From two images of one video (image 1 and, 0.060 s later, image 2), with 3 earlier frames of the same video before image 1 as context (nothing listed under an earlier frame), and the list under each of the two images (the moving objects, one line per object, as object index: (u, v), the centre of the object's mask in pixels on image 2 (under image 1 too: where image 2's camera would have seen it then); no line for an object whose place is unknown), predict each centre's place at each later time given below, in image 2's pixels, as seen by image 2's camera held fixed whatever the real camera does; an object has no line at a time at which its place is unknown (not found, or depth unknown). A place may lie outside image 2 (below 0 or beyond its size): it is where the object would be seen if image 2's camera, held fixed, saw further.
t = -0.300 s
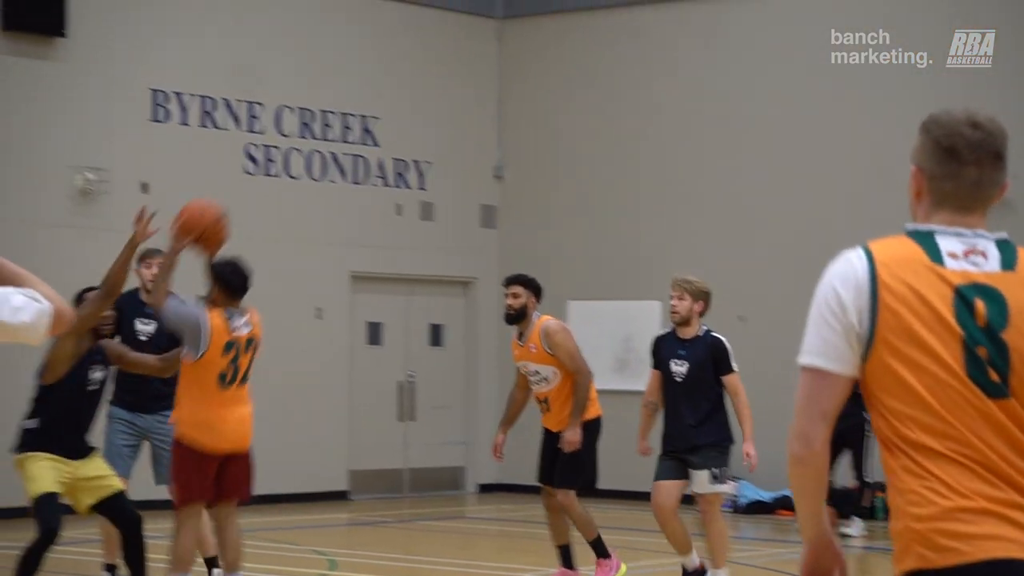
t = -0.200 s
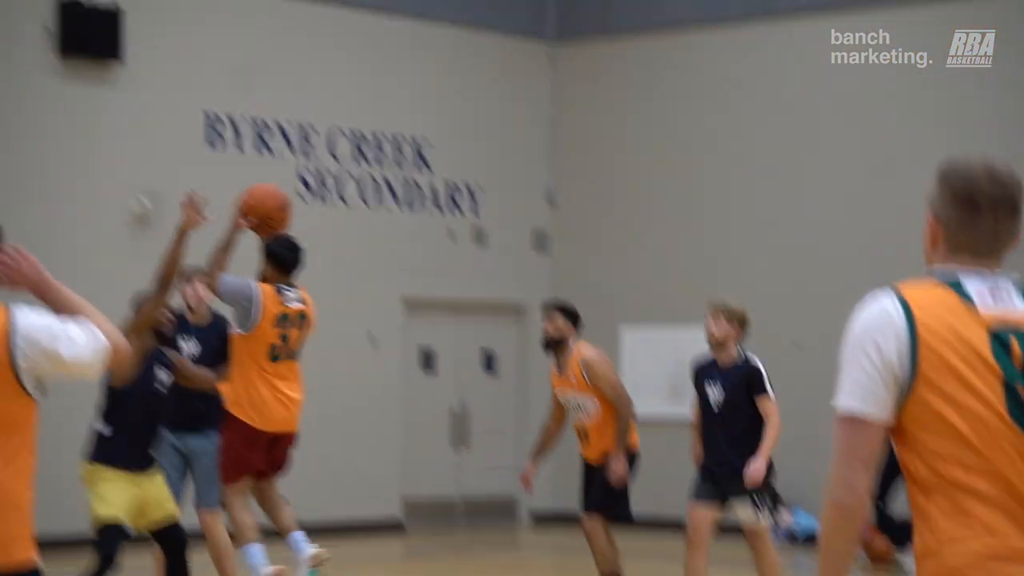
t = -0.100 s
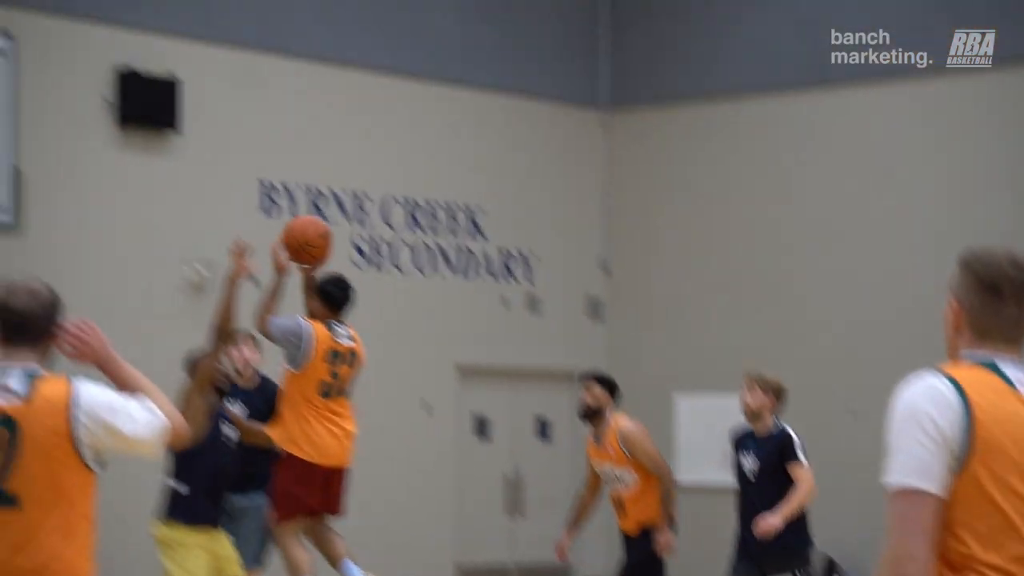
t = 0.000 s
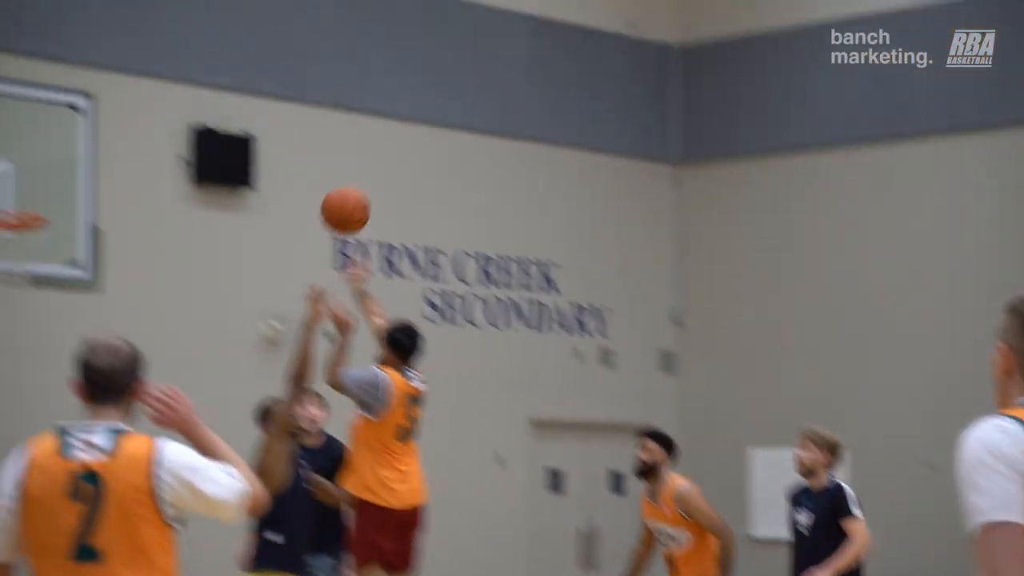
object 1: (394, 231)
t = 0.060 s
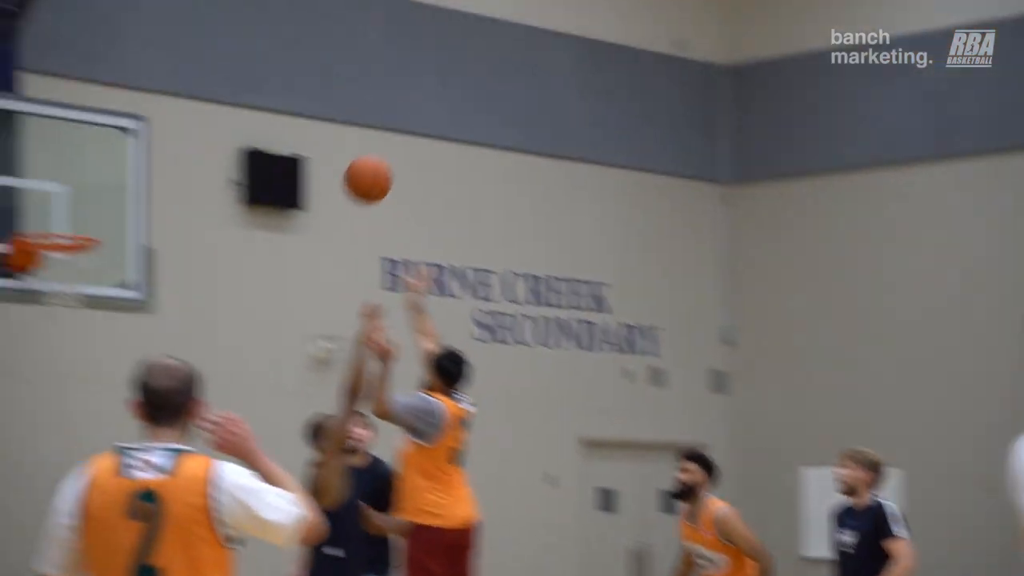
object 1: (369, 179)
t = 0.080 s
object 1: (360, 164)
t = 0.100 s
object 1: (351, 149)
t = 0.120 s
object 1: (343, 136)
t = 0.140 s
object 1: (334, 124)
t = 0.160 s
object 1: (326, 113)
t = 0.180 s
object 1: (317, 103)
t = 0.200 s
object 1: (309, 93)
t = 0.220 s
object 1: (301, 85)
